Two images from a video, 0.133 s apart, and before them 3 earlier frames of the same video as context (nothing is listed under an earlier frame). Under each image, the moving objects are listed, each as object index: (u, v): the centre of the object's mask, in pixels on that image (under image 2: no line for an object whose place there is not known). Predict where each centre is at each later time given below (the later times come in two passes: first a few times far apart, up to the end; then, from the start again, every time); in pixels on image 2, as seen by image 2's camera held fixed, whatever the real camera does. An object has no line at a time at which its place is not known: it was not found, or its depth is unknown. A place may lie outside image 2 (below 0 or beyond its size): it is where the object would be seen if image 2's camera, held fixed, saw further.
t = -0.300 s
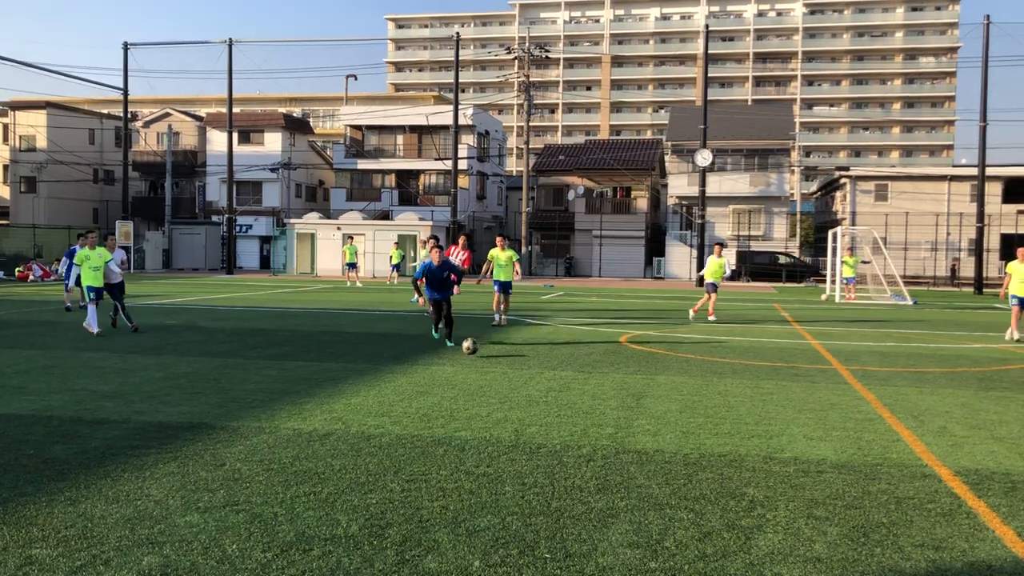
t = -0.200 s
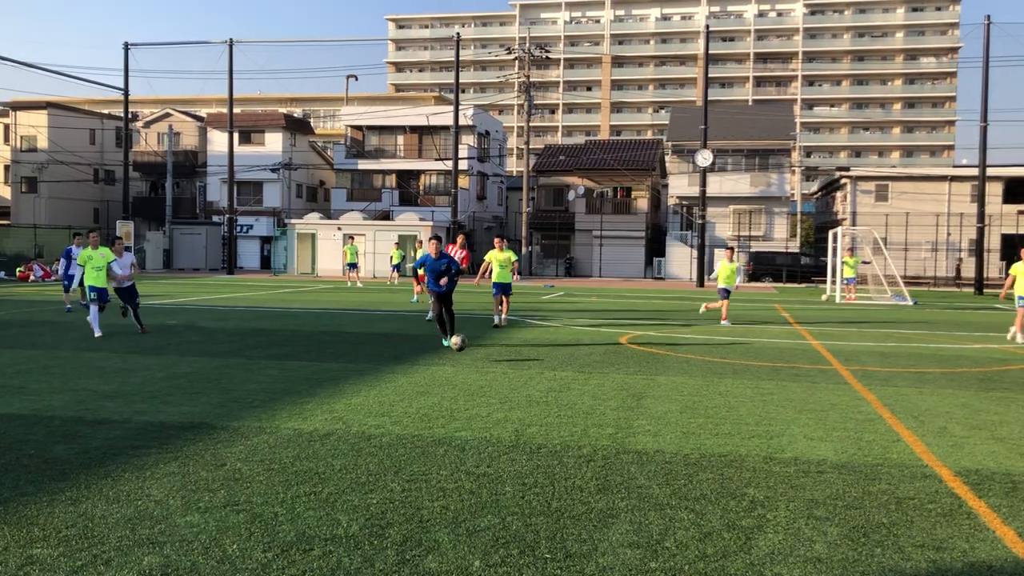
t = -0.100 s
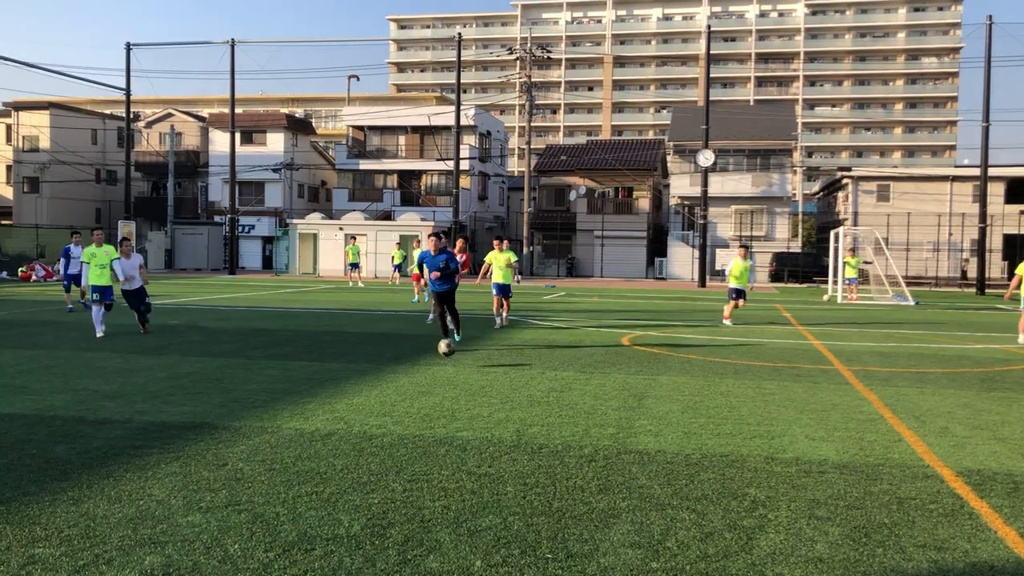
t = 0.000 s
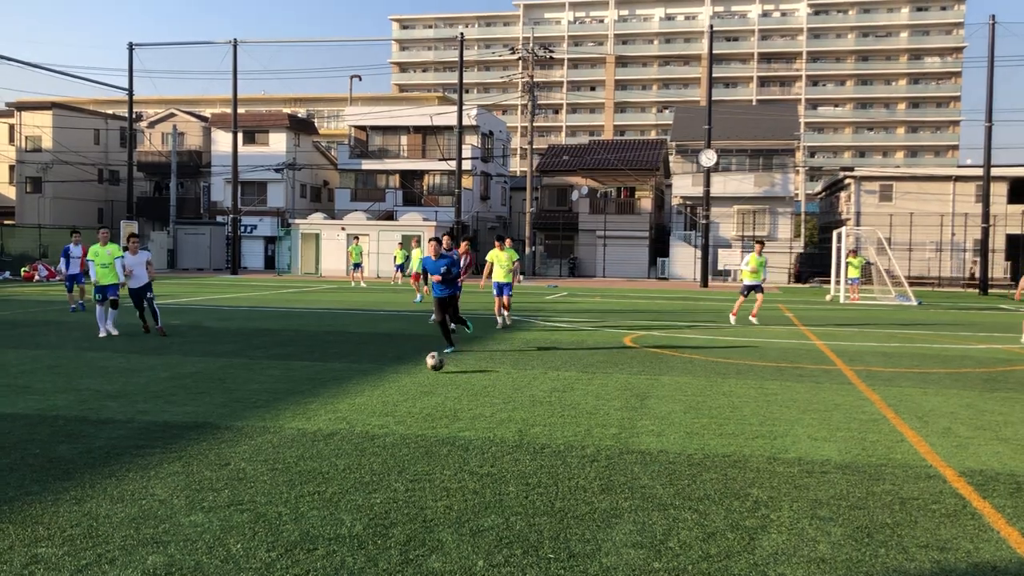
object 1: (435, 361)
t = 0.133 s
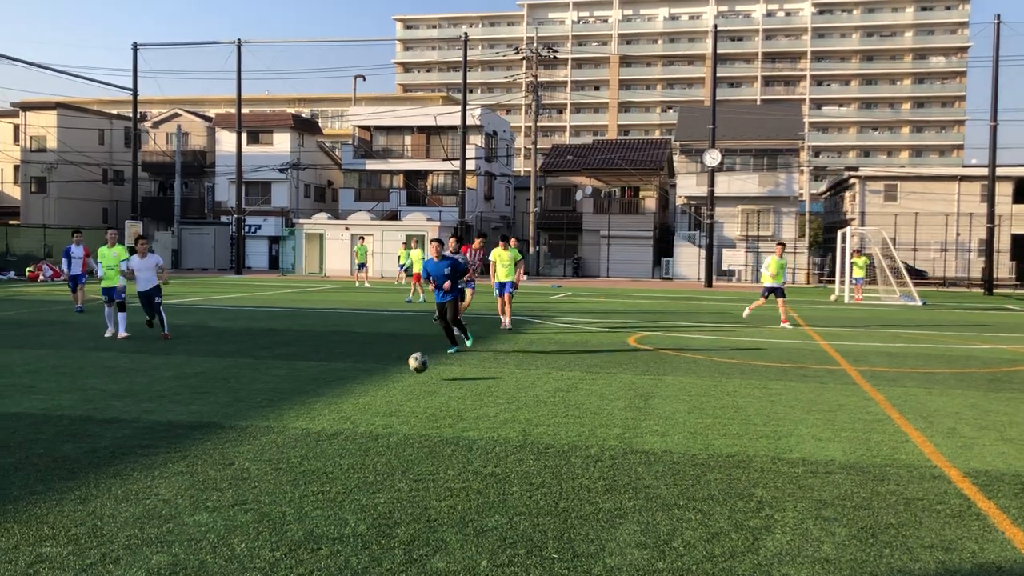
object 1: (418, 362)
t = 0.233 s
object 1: (401, 370)
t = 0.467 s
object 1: (354, 388)
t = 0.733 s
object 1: (285, 419)
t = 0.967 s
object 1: (205, 447)
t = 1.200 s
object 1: (98, 483)
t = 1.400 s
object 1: (-27, 524)
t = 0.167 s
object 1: (412, 364)
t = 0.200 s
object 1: (407, 366)
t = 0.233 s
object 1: (401, 370)
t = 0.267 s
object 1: (394, 375)
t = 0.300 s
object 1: (389, 381)
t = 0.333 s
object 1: (382, 382)
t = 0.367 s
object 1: (375, 382)
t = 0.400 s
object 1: (368, 383)
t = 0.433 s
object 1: (361, 385)
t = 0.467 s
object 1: (354, 388)
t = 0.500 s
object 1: (346, 393)
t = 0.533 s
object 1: (340, 399)
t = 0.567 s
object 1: (331, 401)
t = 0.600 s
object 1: (323, 402)
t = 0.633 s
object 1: (314, 404)
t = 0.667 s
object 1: (305, 408)
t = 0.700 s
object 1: (296, 413)
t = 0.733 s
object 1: (285, 419)
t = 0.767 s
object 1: (276, 421)
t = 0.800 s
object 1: (265, 424)
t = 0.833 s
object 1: (254, 429)
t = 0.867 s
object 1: (243, 433)
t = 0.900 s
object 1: (231, 437)
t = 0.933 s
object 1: (218, 441)
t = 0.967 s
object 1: (205, 447)
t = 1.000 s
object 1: (192, 450)
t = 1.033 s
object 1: (178, 454)
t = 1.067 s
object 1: (164, 460)
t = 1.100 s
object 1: (148, 466)
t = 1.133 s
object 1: (132, 470)
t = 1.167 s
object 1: (115, 476)
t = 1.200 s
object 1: (98, 483)
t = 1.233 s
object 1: (80, 488)
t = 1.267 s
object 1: (60, 494)
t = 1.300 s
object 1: (40, 499)
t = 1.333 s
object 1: (19, 508)
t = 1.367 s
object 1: (-4, 518)
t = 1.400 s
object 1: (-27, 524)
